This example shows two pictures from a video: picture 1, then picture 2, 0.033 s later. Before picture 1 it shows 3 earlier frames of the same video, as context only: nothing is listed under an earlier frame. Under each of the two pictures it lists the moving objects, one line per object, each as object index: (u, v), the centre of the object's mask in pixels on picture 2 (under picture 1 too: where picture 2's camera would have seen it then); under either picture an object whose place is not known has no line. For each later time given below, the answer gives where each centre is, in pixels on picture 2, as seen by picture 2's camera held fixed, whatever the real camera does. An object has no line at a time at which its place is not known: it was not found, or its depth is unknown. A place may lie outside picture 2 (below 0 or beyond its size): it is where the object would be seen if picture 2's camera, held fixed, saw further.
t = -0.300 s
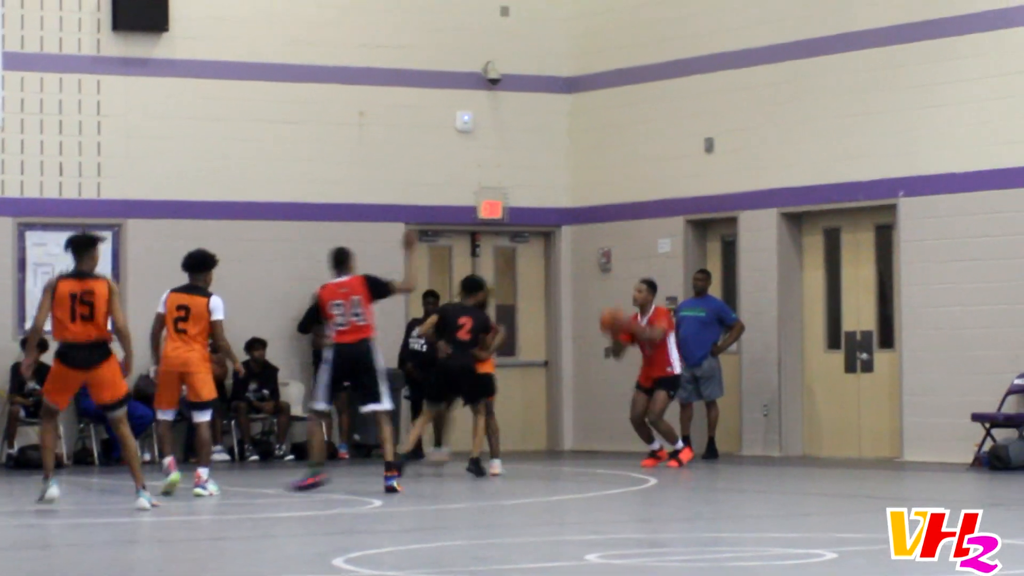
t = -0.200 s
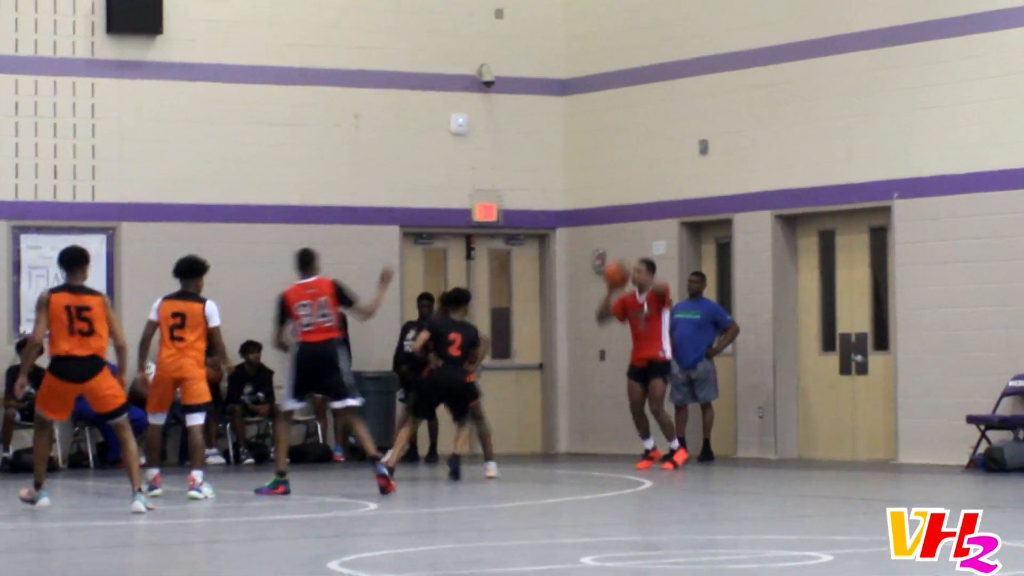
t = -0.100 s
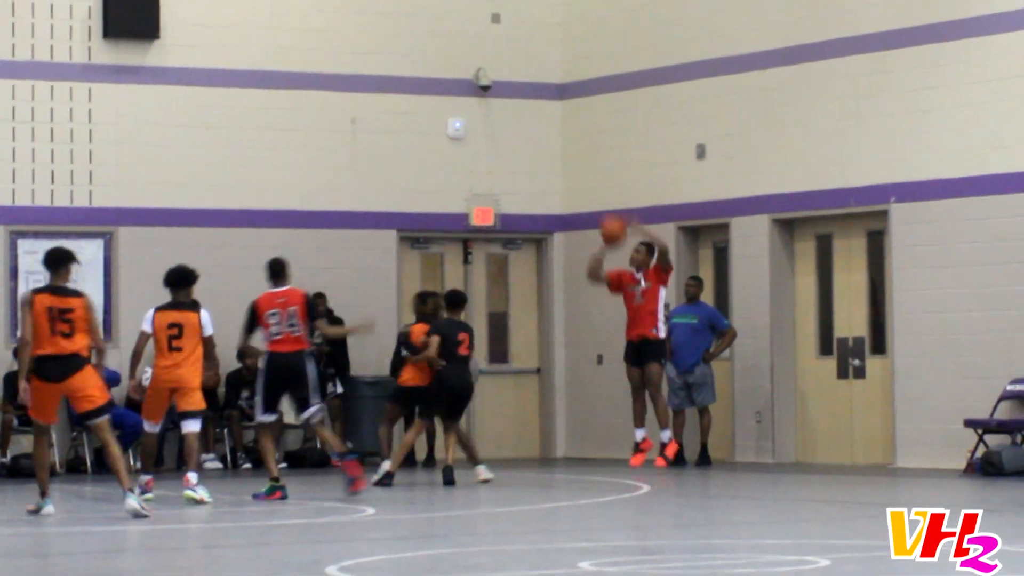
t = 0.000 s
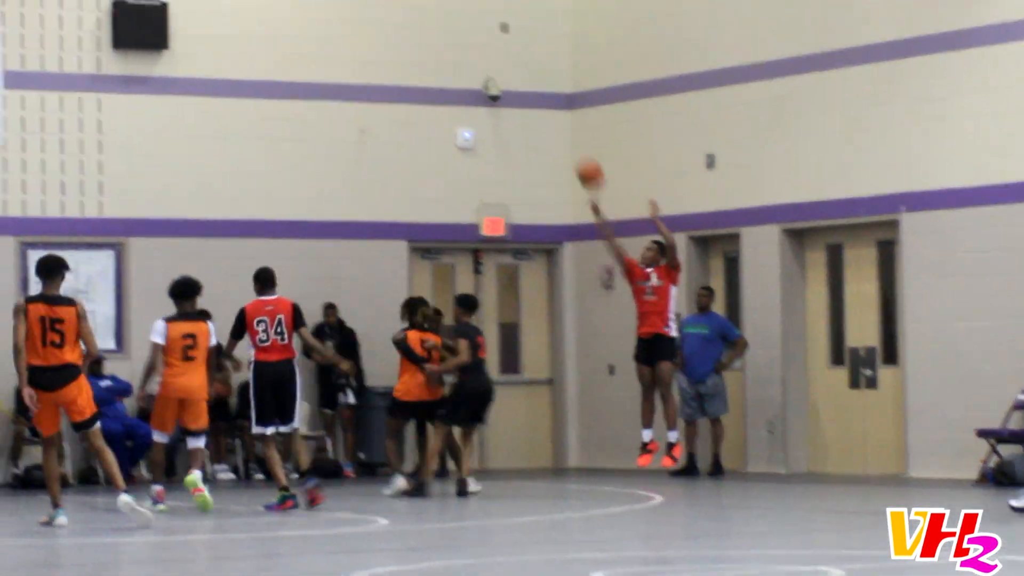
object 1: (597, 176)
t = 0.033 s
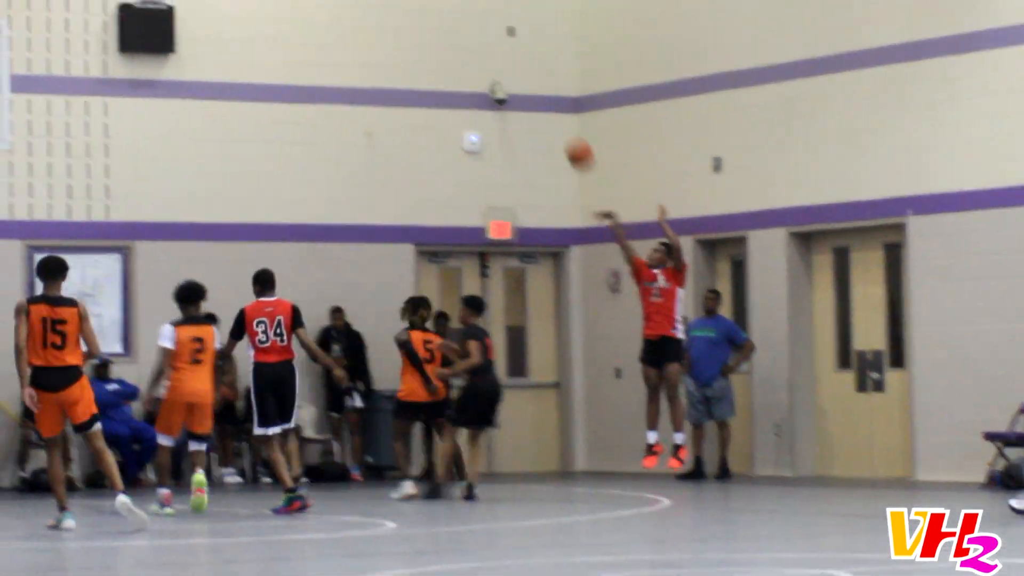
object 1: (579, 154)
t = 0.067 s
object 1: (561, 131)
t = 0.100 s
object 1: (544, 110)
